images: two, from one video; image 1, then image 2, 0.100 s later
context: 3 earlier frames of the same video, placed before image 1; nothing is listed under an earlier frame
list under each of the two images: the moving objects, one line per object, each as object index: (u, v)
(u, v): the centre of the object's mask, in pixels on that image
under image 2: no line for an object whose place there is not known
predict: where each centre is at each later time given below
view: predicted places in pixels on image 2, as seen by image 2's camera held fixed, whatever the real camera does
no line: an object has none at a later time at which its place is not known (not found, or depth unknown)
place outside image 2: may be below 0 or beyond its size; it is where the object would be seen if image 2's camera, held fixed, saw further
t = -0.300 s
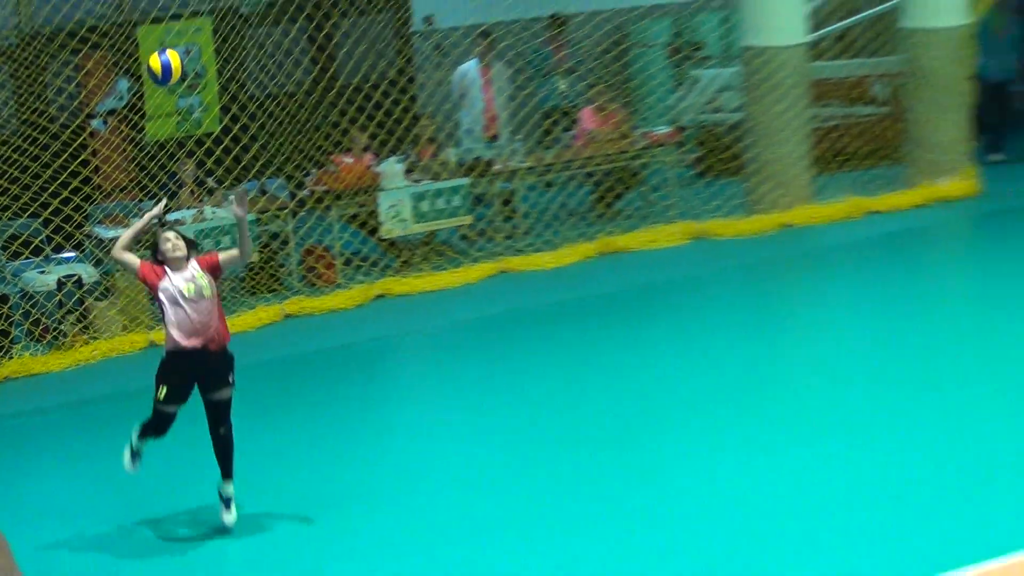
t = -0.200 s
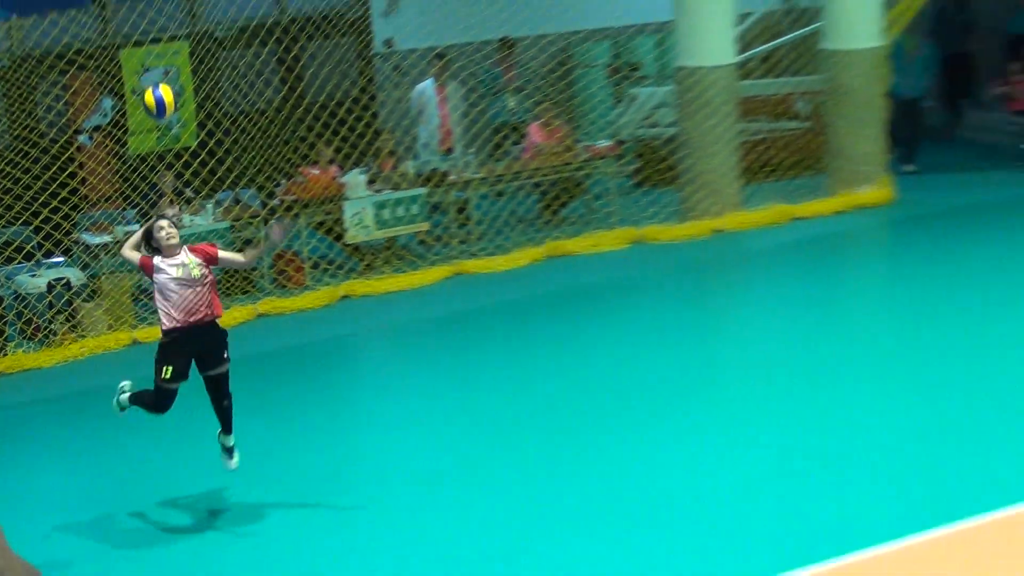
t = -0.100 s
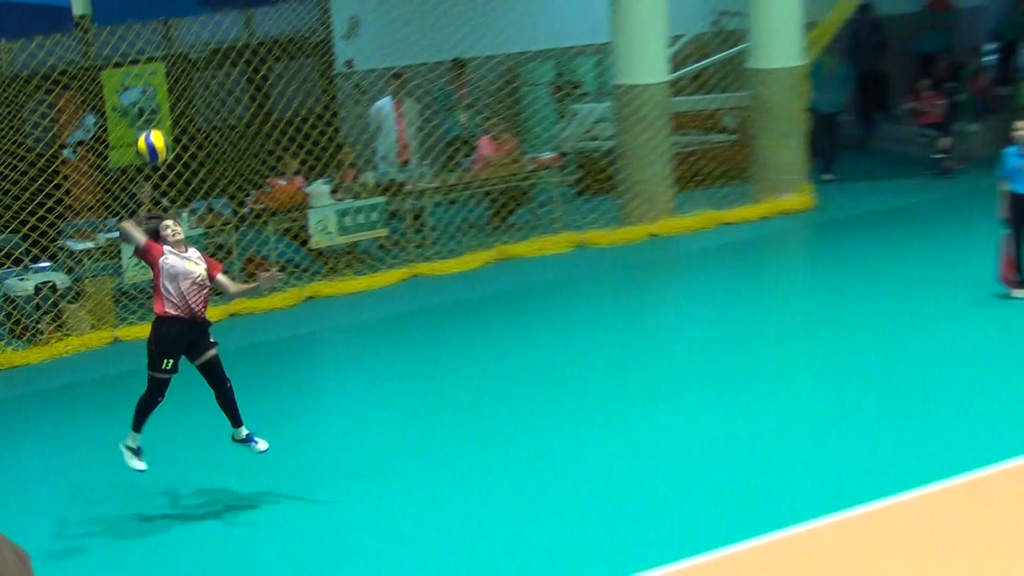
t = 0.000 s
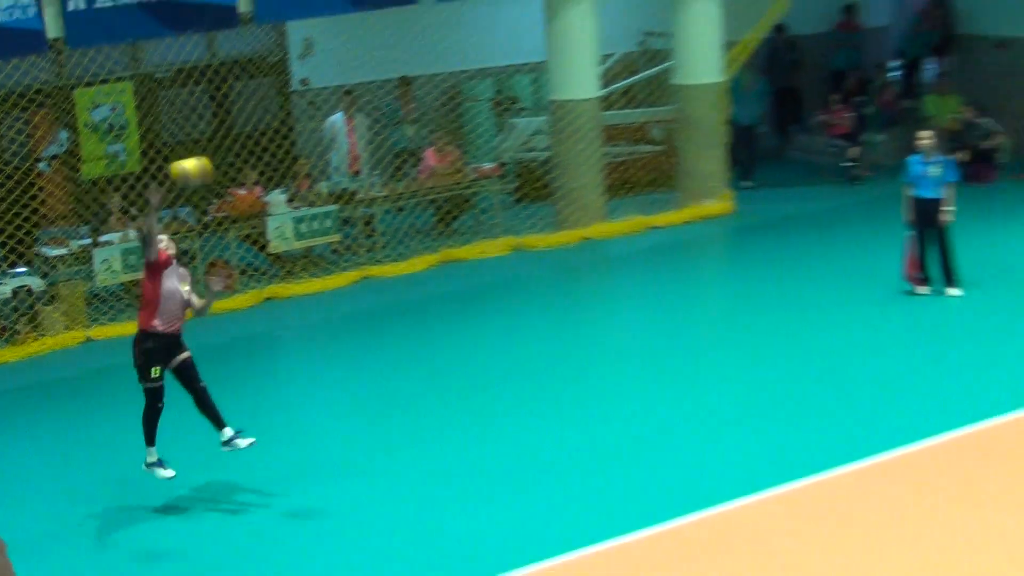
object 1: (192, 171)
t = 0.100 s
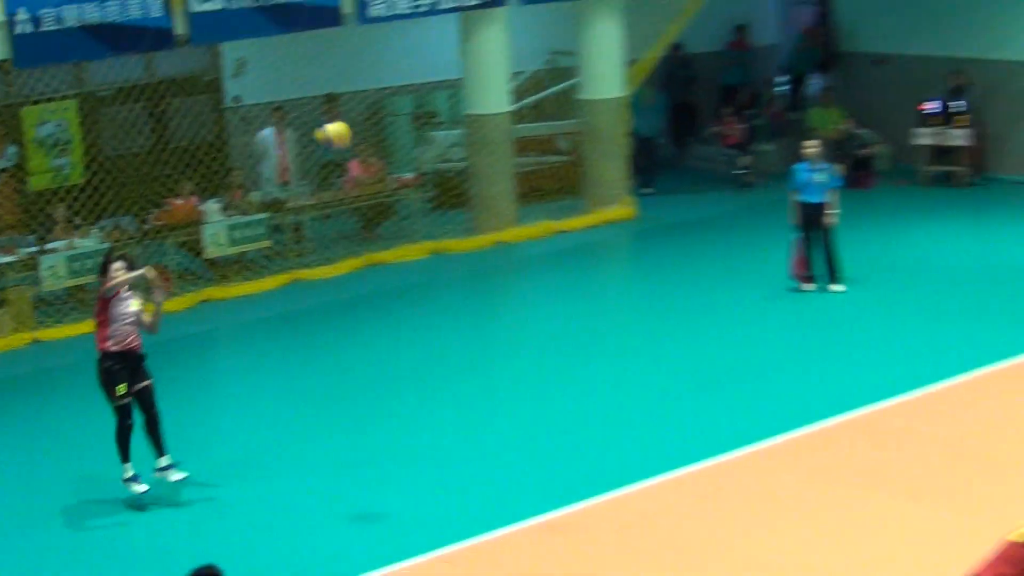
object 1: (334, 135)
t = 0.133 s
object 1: (406, 120)
